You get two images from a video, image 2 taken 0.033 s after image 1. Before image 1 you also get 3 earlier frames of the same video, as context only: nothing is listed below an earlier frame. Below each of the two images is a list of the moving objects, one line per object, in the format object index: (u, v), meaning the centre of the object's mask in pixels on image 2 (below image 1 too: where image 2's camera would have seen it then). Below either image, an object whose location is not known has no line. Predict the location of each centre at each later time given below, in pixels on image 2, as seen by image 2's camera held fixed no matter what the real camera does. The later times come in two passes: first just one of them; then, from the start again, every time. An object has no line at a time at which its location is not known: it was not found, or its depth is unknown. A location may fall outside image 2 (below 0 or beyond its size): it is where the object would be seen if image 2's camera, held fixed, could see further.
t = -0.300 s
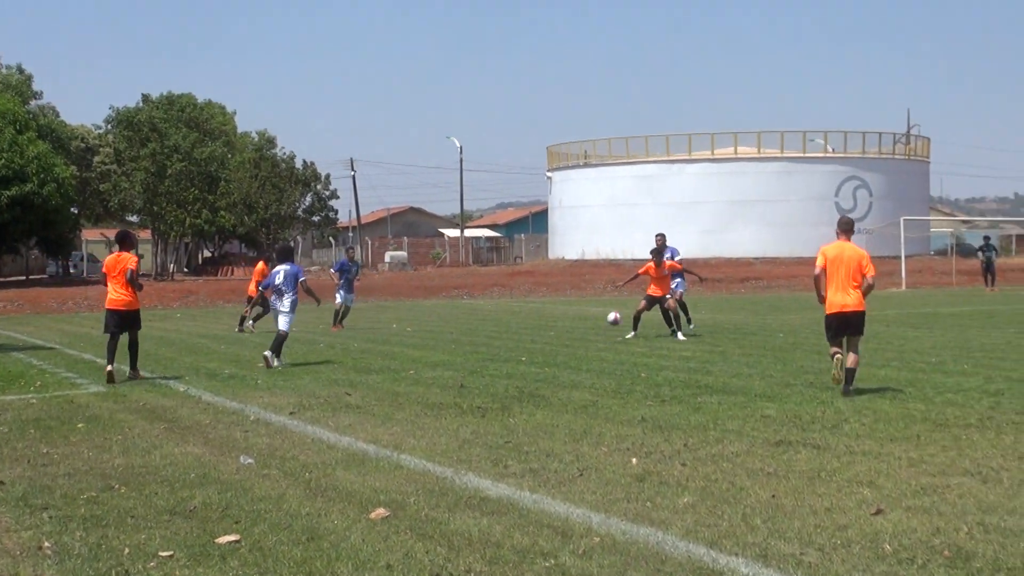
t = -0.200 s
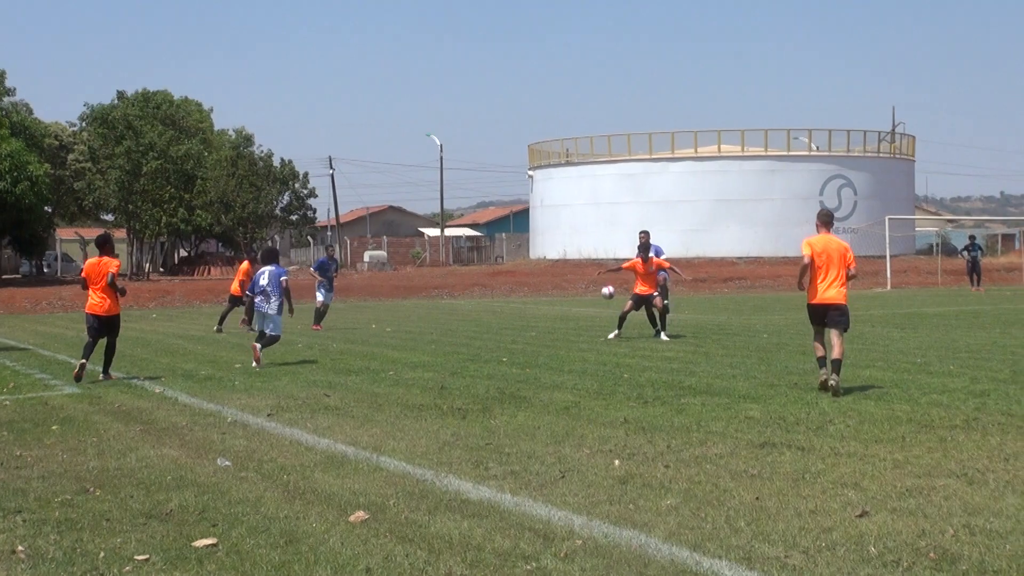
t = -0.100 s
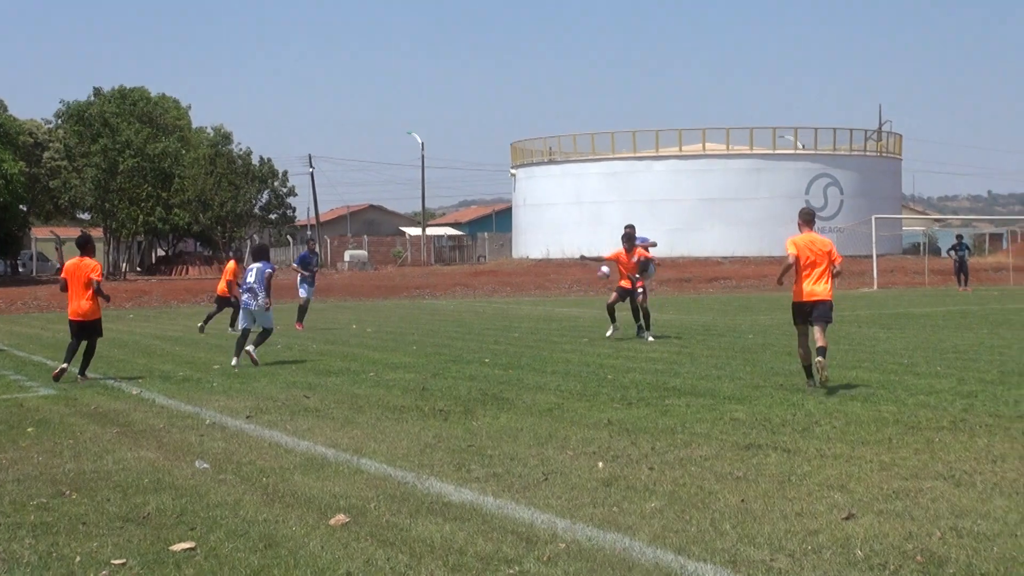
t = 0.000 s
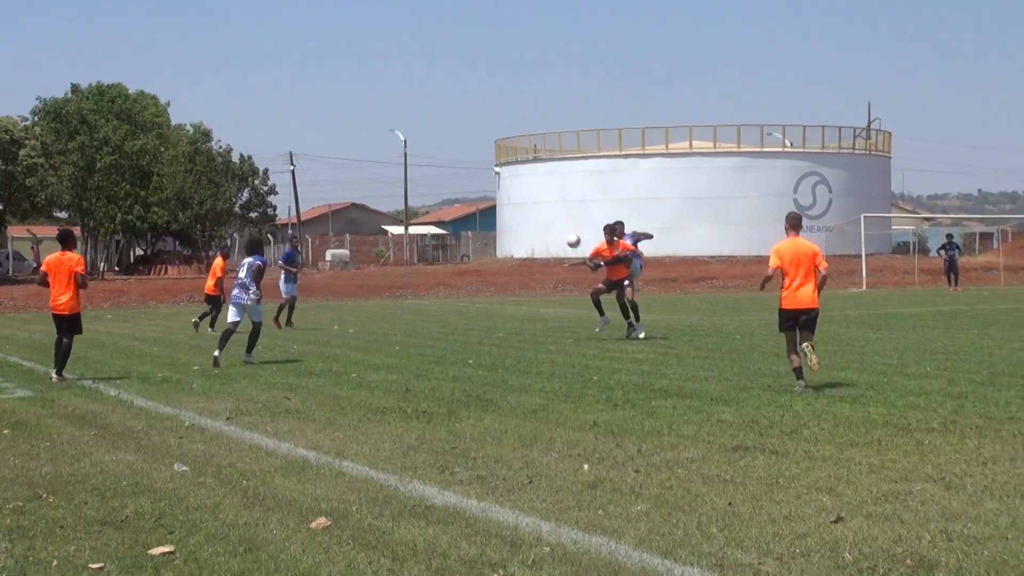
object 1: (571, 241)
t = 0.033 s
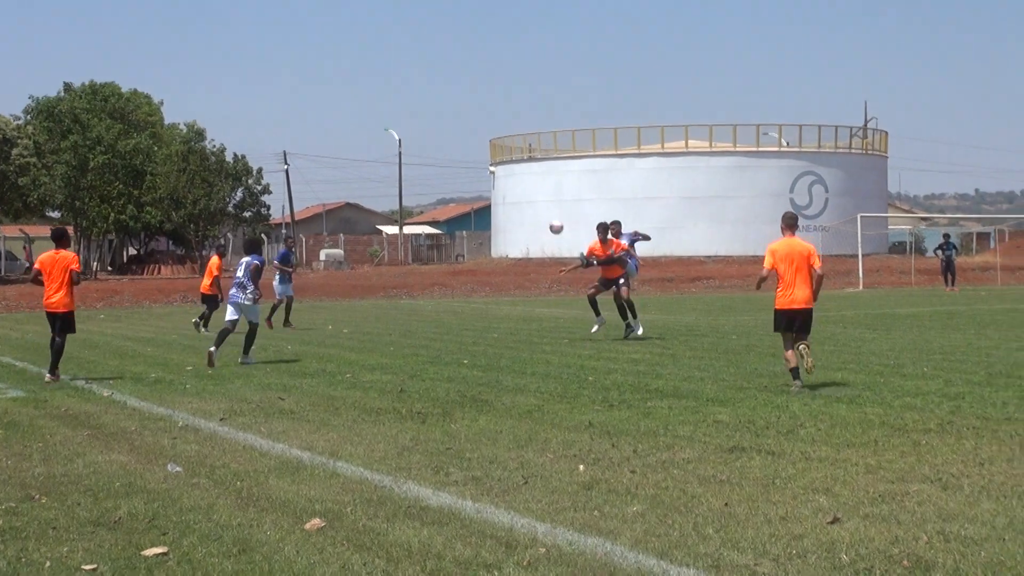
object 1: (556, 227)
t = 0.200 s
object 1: (485, 166)
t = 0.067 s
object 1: (542, 214)
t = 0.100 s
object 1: (528, 201)
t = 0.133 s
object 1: (513, 188)
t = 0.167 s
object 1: (499, 178)
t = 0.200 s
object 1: (485, 166)
